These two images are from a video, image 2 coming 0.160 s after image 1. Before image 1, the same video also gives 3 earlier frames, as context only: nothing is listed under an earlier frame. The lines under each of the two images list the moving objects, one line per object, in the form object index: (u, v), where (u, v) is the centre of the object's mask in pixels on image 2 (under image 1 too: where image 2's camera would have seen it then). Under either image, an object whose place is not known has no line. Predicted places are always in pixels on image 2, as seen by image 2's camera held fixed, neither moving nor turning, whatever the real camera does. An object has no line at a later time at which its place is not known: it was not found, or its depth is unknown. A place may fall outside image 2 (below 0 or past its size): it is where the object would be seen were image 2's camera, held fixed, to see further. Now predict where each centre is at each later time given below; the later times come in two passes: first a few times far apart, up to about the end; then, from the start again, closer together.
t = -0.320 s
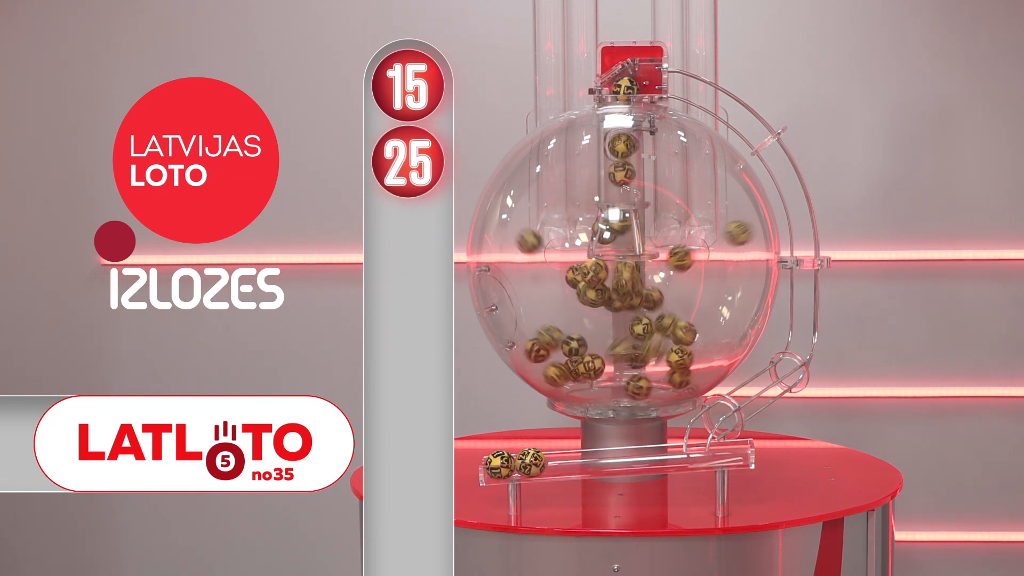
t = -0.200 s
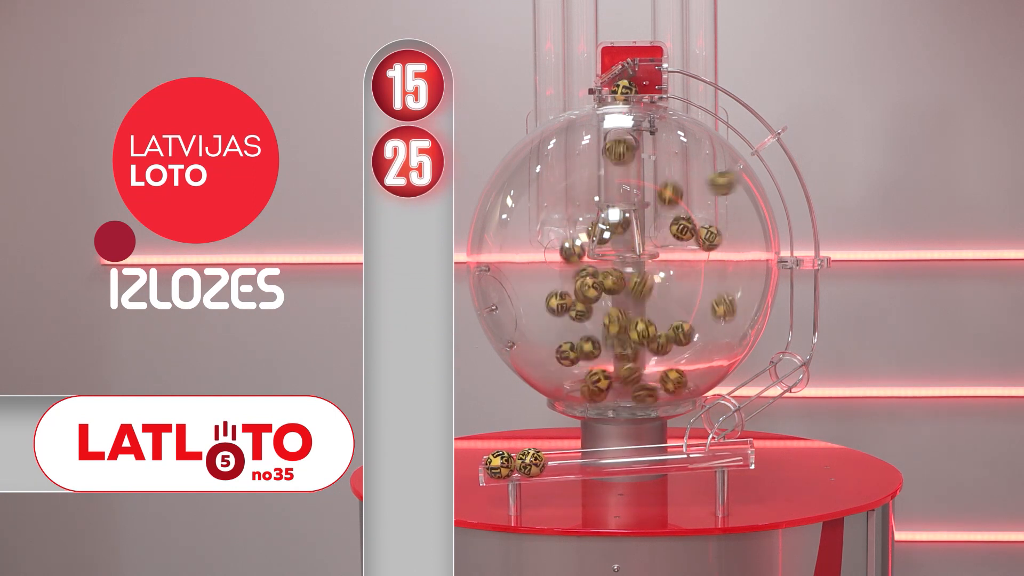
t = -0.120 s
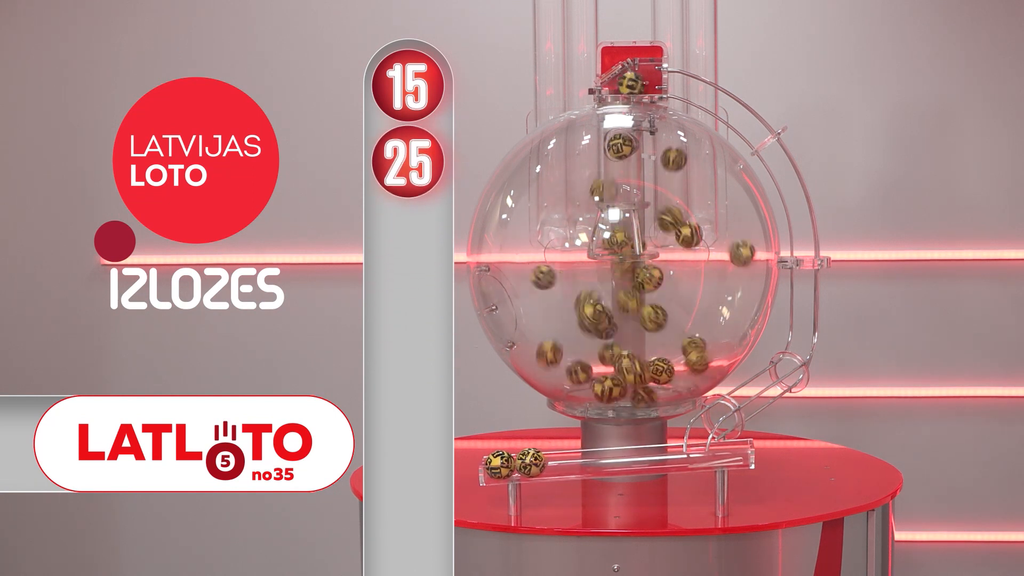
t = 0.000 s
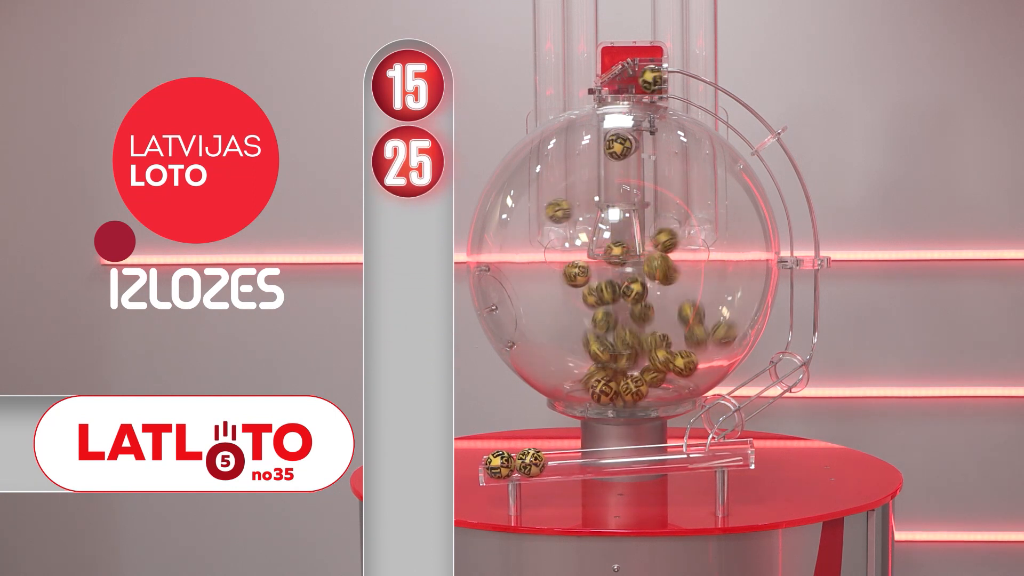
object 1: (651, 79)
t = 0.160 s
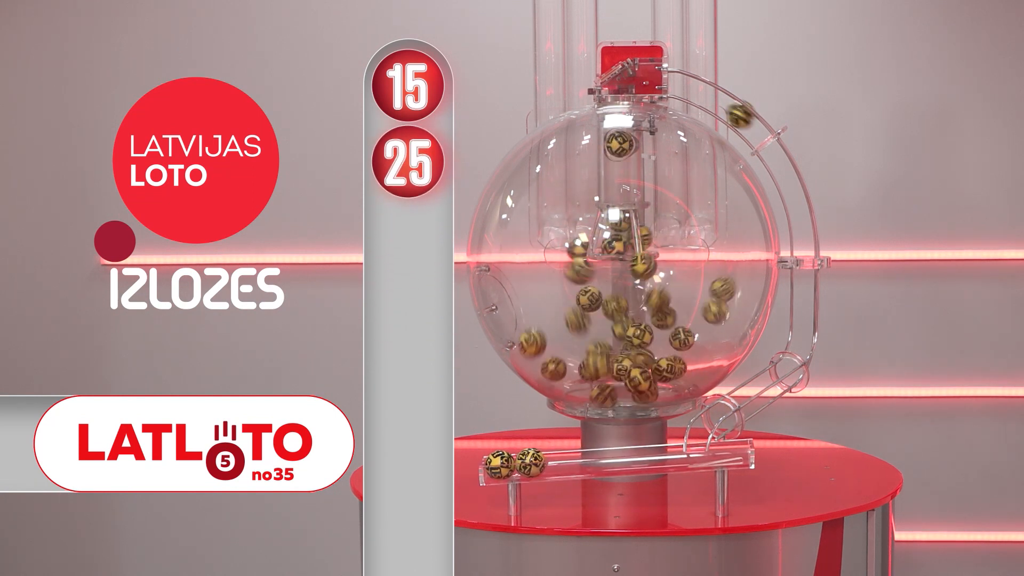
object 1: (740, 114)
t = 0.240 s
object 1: (786, 169)
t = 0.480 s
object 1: (805, 348)
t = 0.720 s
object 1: (750, 398)
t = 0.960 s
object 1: (697, 447)
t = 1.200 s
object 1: (676, 453)
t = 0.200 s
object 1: (762, 136)
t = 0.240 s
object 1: (786, 169)
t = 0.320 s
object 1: (808, 249)
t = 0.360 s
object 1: (806, 279)
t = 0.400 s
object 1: (806, 296)
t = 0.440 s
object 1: (805, 320)
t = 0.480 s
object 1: (805, 348)
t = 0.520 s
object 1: (792, 371)
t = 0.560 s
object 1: (781, 377)
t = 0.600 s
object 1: (778, 383)
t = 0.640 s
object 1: (767, 386)
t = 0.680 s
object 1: (761, 393)
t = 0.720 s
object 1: (750, 398)
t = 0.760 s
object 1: (745, 402)
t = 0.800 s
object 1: (735, 412)
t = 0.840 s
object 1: (722, 417)
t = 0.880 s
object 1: (715, 423)
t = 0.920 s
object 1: (704, 432)
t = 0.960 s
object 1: (697, 447)
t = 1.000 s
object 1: (695, 449)
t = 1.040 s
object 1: (694, 449)
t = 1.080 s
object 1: (692, 450)
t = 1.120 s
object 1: (689, 451)
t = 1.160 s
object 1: (683, 453)
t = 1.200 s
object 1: (676, 453)
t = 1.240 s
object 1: (671, 453)
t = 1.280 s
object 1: (666, 453)
